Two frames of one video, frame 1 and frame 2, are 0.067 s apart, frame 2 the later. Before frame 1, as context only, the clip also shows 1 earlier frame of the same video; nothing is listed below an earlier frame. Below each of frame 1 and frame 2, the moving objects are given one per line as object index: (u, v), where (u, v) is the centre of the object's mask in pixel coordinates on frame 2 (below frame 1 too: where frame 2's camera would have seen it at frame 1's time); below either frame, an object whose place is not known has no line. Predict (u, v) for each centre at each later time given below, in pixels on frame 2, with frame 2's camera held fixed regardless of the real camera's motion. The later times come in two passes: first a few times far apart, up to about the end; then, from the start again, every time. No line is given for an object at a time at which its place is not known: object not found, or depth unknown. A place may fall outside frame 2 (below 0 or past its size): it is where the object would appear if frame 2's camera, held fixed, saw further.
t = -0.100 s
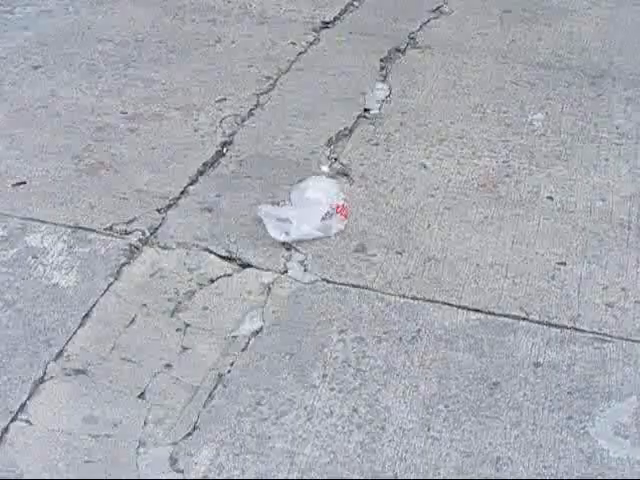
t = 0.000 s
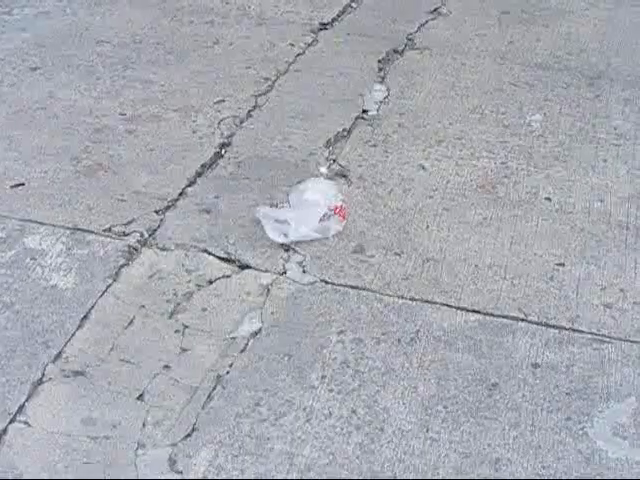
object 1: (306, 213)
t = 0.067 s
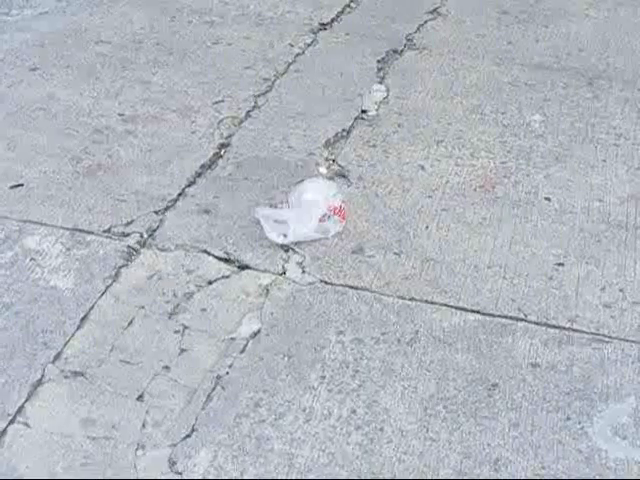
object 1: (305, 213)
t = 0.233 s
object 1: (305, 213)
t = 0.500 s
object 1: (307, 212)
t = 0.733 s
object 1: (329, 207)
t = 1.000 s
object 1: (387, 201)
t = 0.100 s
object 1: (306, 213)
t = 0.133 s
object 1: (306, 213)
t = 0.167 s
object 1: (305, 213)
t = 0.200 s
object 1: (306, 213)
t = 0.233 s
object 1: (305, 213)
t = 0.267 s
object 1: (305, 213)
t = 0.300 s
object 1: (305, 213)
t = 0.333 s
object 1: (305, 213)
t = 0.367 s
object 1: (305, 213)
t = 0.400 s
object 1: (306, 213)
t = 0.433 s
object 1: (306, 212)
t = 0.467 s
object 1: (306, 212)
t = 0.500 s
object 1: (307, 212)
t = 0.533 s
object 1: (309, 211)
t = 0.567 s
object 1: (310, 211)
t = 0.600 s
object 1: (312, 210)
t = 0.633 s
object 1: (315, 209)
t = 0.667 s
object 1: (320, 209)
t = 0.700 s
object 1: (324, 208)
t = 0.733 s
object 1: (329, 207)
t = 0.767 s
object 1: (335, 206)
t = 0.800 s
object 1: (341, 205)
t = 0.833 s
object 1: (347, 205)
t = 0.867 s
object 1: (352, 204)
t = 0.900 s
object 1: (361, 203)
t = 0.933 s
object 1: (368, 202)
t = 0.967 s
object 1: (376, 201)
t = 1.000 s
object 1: (387, 201)
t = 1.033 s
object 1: (394, 200)
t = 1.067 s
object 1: (402, 200)
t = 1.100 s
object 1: (411, 198)
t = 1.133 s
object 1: (419, 197)
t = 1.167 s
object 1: (429, 197)
